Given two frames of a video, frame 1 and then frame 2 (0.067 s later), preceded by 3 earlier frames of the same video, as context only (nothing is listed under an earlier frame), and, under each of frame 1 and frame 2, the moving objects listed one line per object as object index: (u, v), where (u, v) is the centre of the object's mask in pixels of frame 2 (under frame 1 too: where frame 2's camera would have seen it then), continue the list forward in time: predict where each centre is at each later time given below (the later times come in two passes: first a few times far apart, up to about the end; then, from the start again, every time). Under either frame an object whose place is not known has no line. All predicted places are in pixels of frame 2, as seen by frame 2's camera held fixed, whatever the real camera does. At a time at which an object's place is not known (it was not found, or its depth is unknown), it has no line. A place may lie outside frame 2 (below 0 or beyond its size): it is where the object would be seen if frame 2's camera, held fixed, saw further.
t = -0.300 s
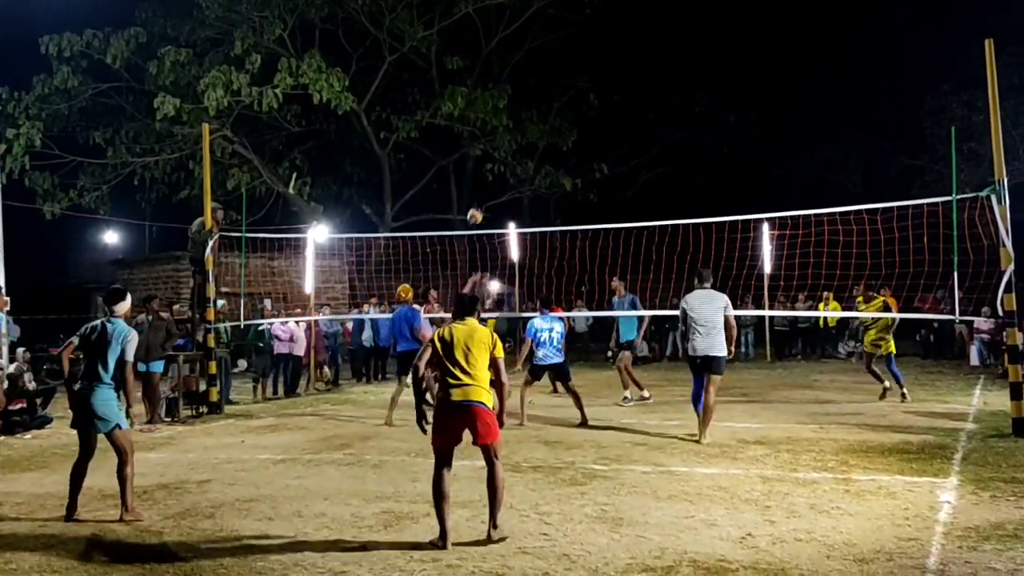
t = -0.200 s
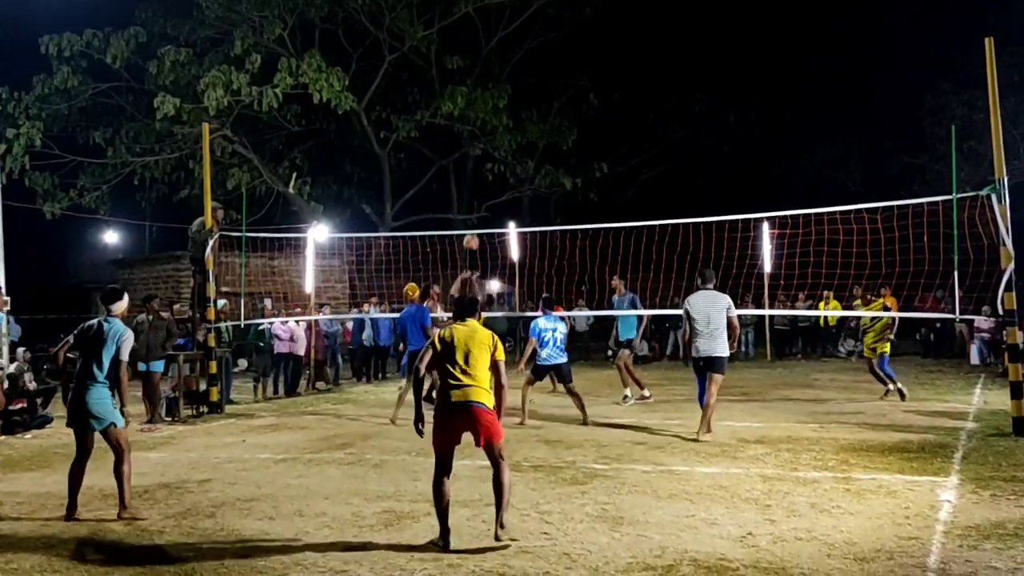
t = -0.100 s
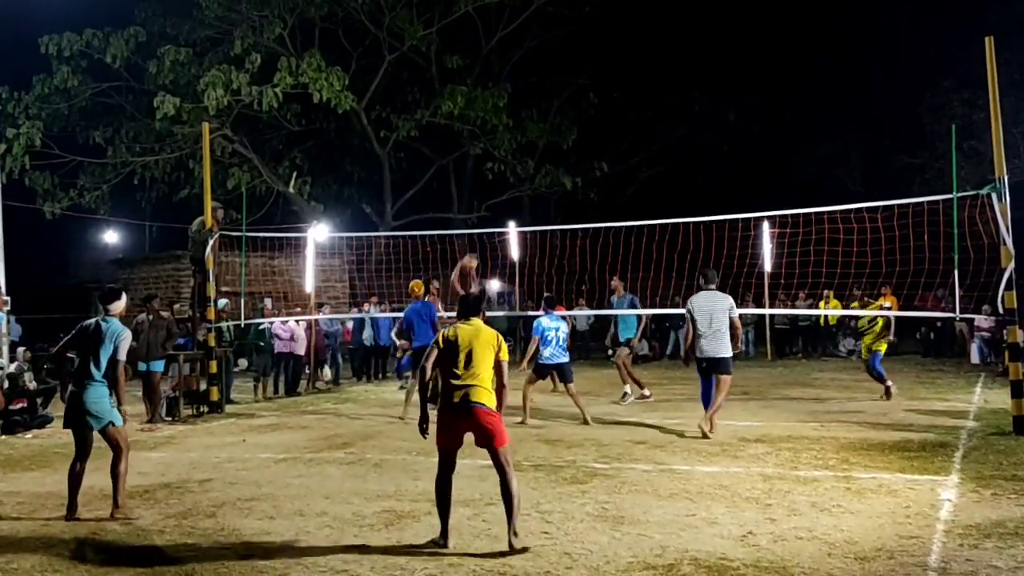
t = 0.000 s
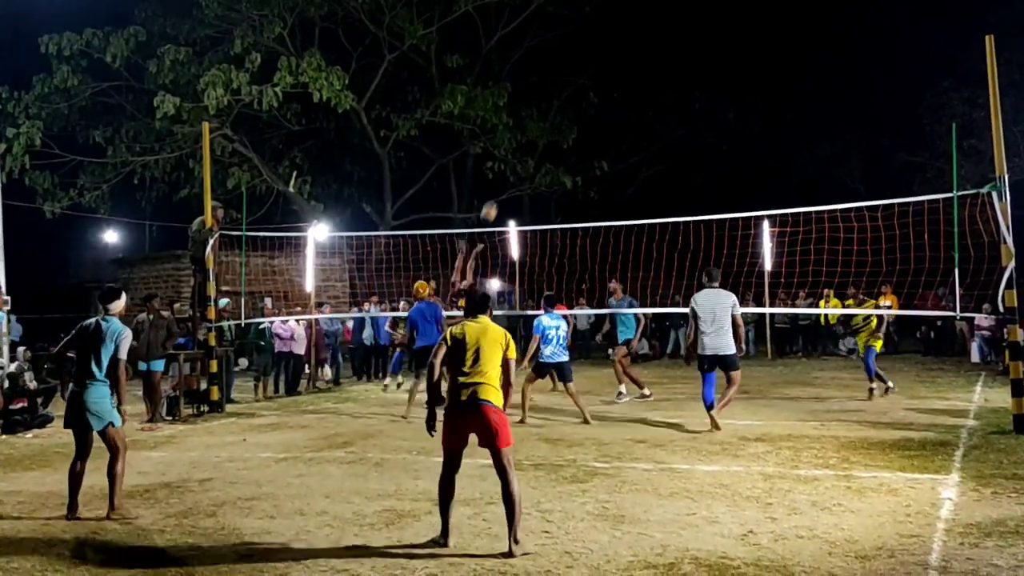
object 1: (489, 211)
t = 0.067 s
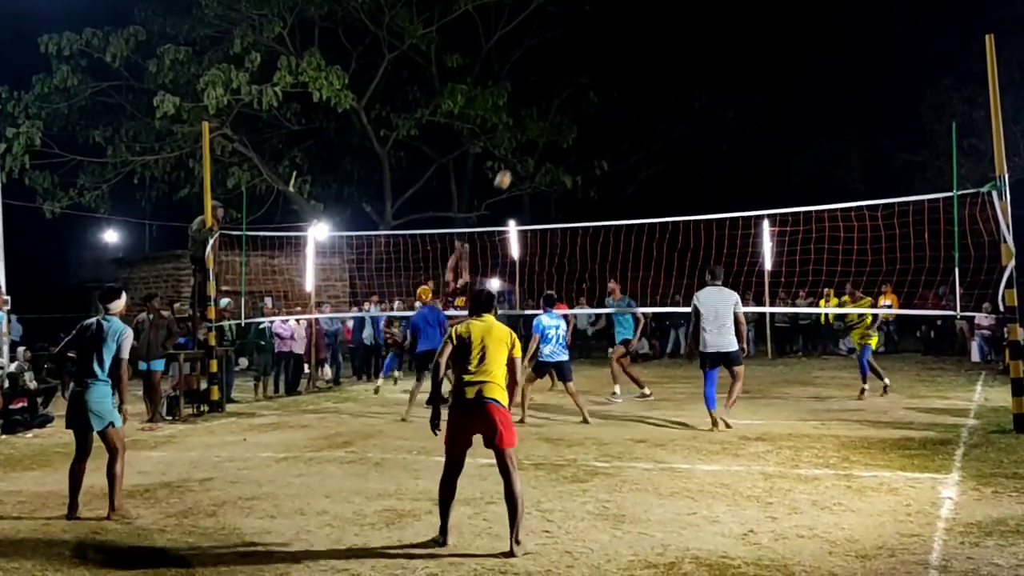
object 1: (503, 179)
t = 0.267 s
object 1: (543, 102)
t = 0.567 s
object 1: (606, 34)
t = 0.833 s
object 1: (664, 29)
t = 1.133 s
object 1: (733, 88)
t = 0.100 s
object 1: (509, 165)
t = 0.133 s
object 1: (516, 151)
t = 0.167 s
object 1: (523, 137)
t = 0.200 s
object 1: (530, 125)
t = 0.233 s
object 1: (536, 113)
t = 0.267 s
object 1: (543, 102)
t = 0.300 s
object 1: (550, 91)
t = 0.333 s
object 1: (557, 81)
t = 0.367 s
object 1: (563, 73)
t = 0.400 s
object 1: (570, 64)
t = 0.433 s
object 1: (577, 57)
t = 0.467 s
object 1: (584, 50)
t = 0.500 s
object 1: (592, 44)
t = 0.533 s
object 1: (599, 39)
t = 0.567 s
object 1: (606, 34)
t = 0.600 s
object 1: (613, 31)
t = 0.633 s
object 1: (620, 28)
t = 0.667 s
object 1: (627, 26)
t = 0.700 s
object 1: (635, 25)
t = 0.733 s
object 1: (642, 24)
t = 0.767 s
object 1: (649, 25)
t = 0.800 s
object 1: (657, 26)
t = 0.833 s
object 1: (664, 29)
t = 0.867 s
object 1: (672, 31)
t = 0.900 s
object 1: (679, 36)
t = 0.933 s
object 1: (686, 40)
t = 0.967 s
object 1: (695, 46)
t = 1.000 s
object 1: (702, 53)
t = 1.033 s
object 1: (710, 60)
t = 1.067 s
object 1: (718, 69)
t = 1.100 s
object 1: (725, 78)
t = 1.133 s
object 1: (733, 88)
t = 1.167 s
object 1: (740, 99)
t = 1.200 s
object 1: (748, 111)
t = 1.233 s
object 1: (756, 124)
